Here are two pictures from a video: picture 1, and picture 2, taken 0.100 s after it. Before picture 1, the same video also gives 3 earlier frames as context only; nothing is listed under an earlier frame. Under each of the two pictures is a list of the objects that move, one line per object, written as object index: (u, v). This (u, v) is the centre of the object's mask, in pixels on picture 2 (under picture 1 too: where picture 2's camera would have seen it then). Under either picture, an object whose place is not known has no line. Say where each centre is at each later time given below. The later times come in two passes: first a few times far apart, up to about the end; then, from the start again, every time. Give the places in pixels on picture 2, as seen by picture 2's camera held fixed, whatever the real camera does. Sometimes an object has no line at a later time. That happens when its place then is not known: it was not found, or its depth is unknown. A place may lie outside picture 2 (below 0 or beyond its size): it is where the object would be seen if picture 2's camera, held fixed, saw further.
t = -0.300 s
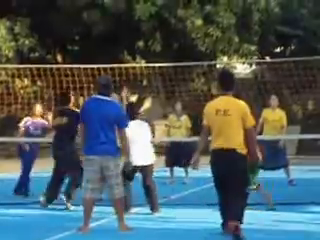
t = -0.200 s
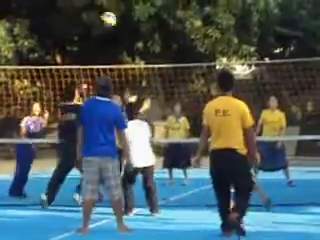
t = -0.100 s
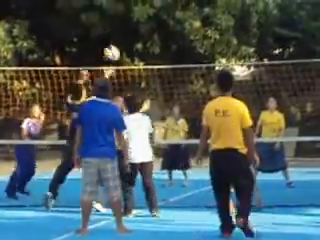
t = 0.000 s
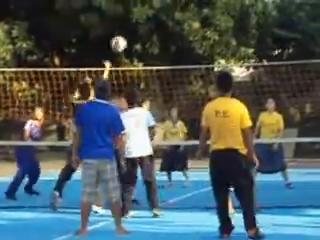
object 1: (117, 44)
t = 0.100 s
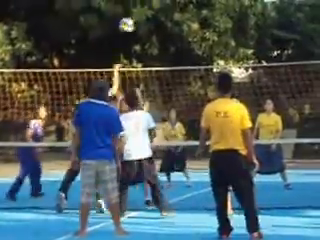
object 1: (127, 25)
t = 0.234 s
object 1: (136, 9)
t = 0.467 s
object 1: (154, 14)
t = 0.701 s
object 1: (170, 52)
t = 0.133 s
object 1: (129, 20)
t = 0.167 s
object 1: (131, 16)
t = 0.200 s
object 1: (133, 13)
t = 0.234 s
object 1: (136, 9)
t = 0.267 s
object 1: (139, 8)
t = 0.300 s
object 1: (142, 7)
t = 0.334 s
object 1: (145, 6)
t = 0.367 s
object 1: (147, 7)
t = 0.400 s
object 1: (150, 8)
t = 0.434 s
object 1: (152, 10)
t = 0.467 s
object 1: (154, 14)
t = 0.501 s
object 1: (156, 16)
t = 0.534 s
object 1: (159, 21)
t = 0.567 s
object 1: (162, 26)
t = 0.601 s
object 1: (164, 31)
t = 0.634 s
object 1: (166, 37)
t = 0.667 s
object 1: (168, 44)
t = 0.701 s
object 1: (170, 52)
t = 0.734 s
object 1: (172, 60)
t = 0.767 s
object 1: (173, 68)
